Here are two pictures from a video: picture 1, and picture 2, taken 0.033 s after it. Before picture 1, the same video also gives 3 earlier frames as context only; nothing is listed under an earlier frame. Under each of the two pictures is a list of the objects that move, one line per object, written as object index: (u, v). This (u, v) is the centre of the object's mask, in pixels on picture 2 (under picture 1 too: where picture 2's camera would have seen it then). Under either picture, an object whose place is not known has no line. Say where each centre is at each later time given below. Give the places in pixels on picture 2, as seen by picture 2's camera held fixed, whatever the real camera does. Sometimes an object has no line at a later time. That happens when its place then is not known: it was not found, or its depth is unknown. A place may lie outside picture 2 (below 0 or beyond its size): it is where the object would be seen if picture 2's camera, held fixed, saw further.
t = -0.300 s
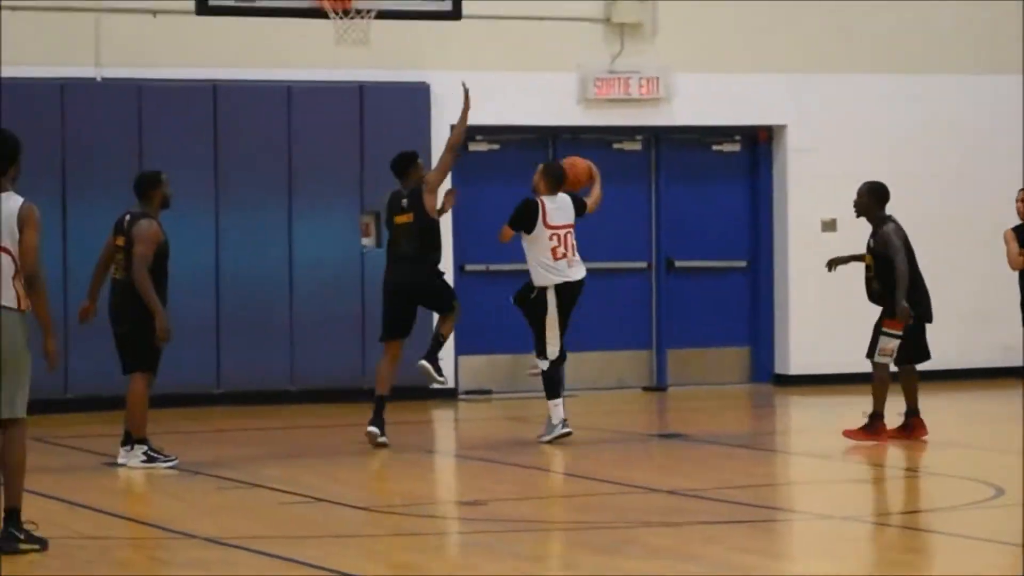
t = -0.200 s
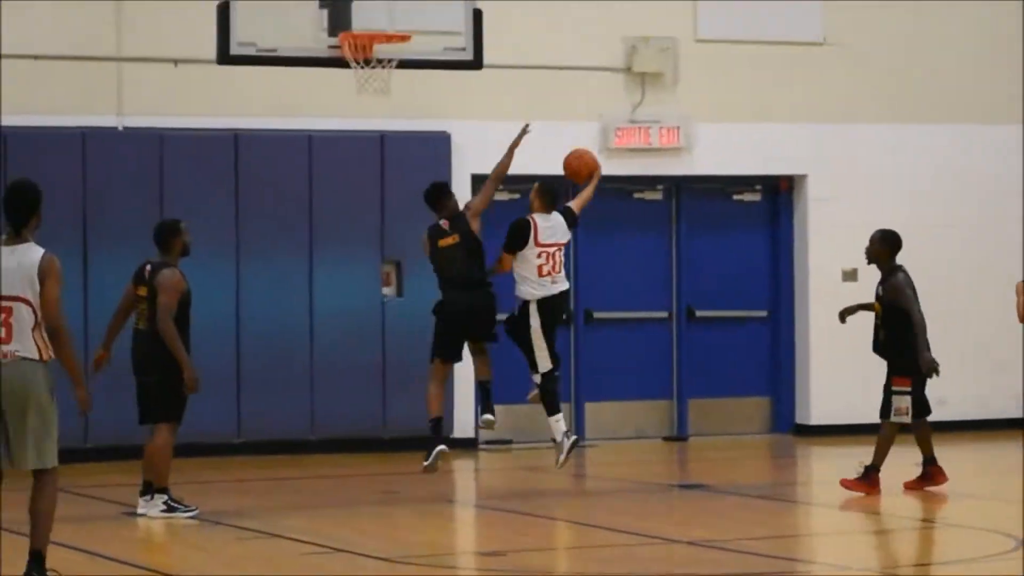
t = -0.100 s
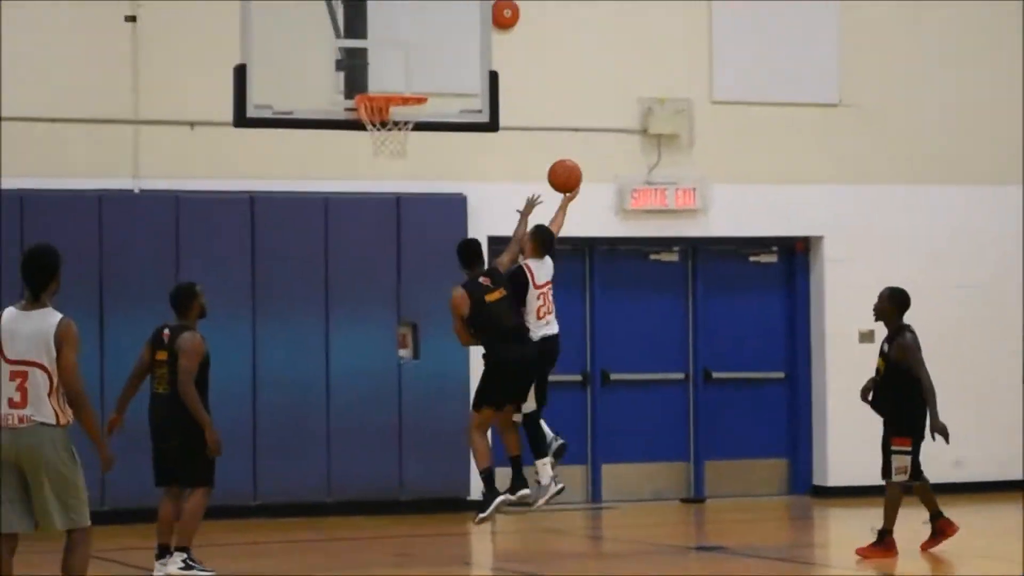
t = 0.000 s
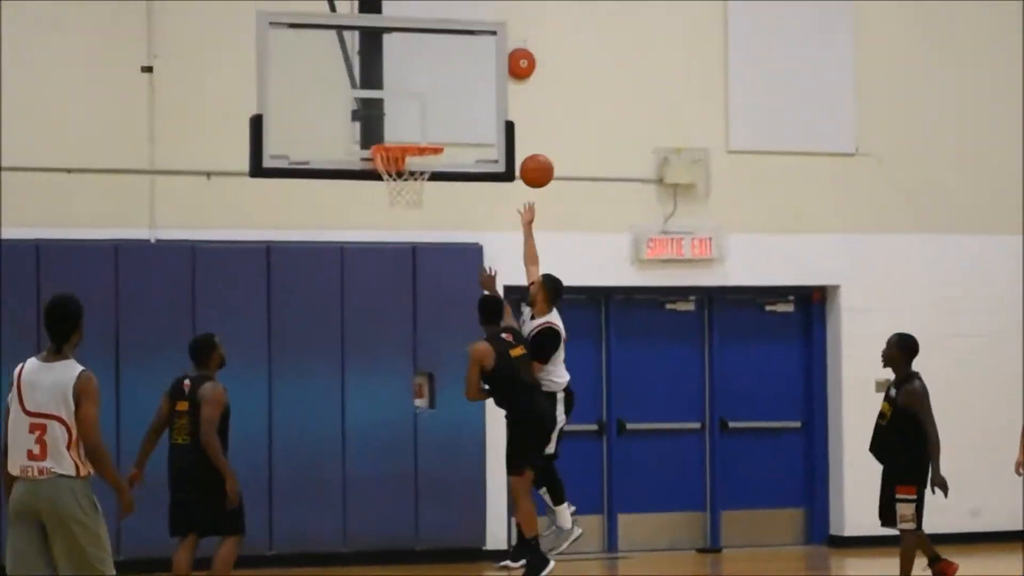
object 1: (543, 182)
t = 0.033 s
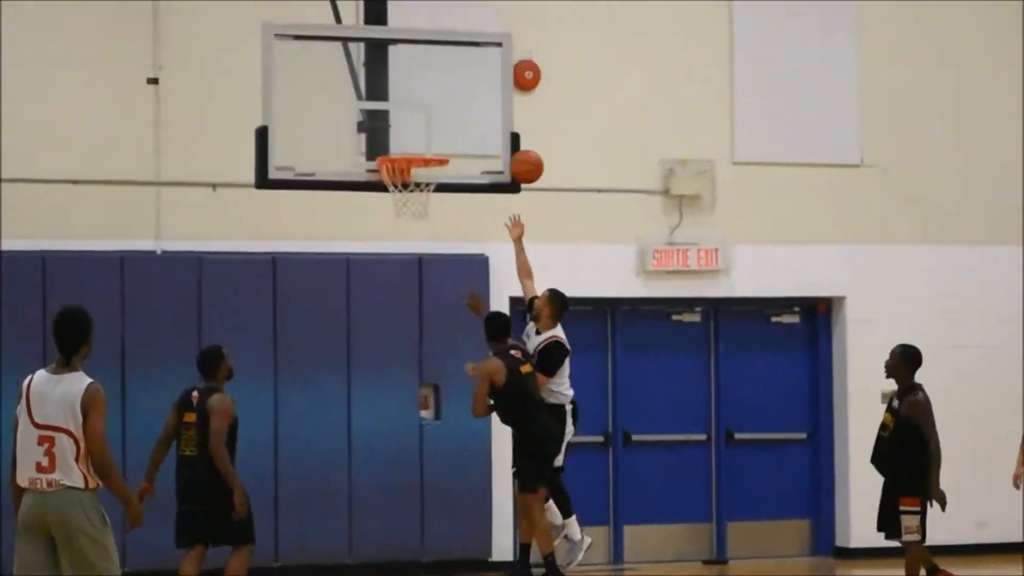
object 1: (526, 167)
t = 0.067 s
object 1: (510, 151)
